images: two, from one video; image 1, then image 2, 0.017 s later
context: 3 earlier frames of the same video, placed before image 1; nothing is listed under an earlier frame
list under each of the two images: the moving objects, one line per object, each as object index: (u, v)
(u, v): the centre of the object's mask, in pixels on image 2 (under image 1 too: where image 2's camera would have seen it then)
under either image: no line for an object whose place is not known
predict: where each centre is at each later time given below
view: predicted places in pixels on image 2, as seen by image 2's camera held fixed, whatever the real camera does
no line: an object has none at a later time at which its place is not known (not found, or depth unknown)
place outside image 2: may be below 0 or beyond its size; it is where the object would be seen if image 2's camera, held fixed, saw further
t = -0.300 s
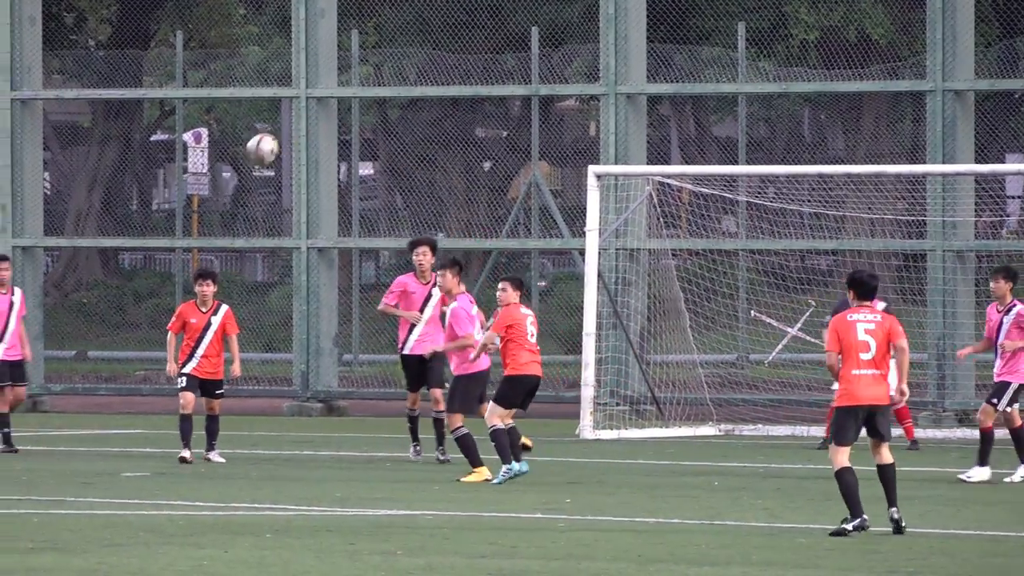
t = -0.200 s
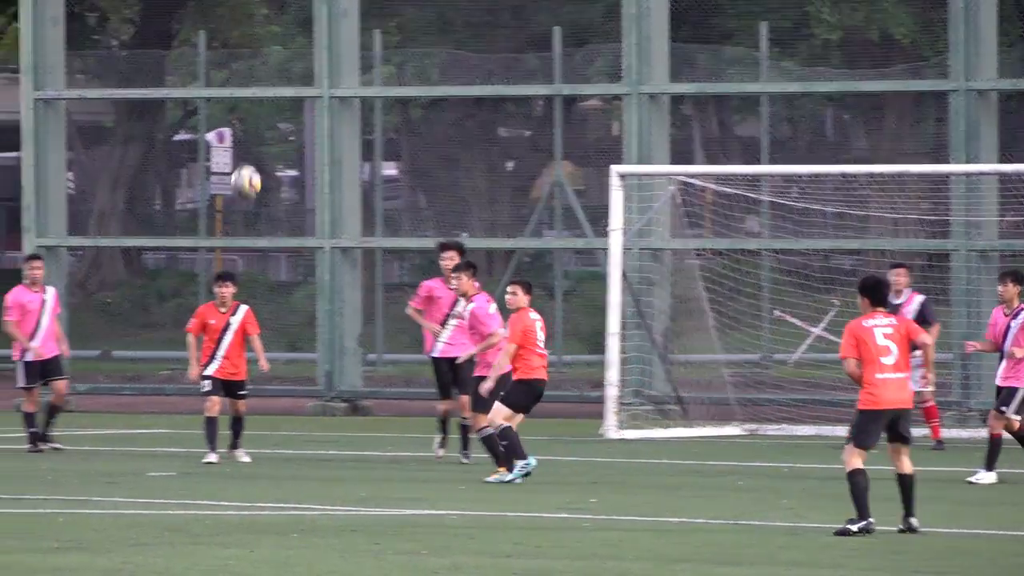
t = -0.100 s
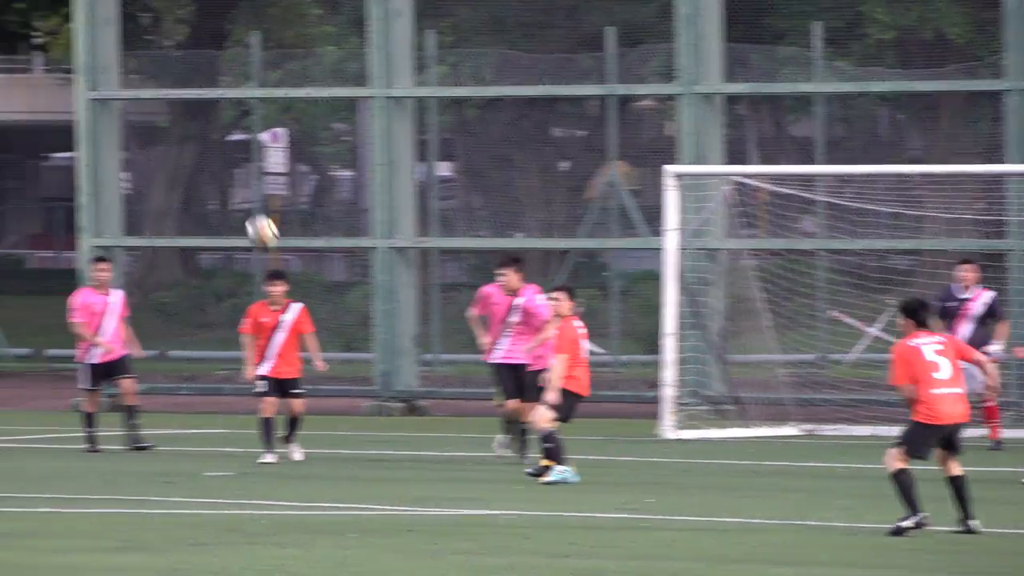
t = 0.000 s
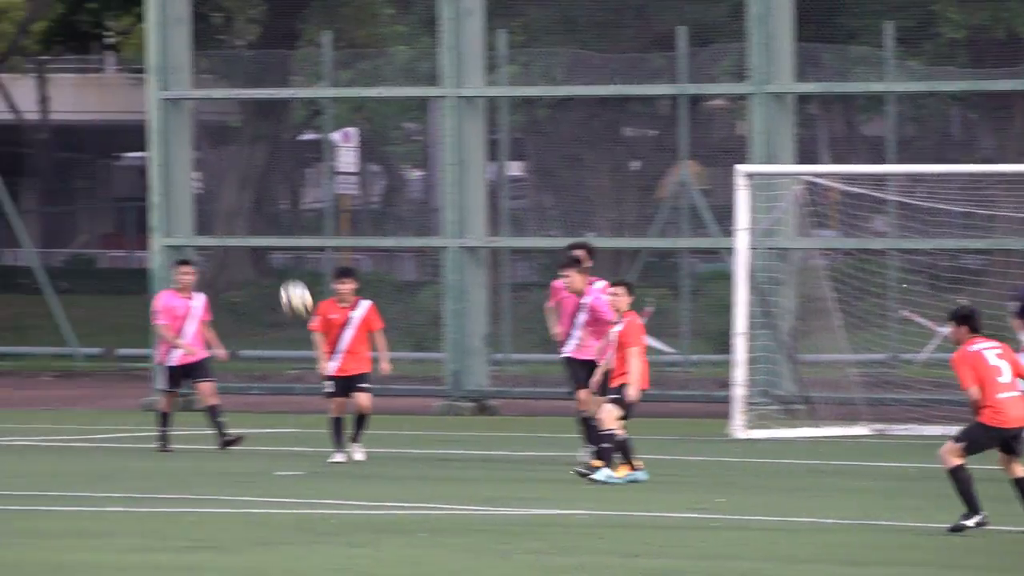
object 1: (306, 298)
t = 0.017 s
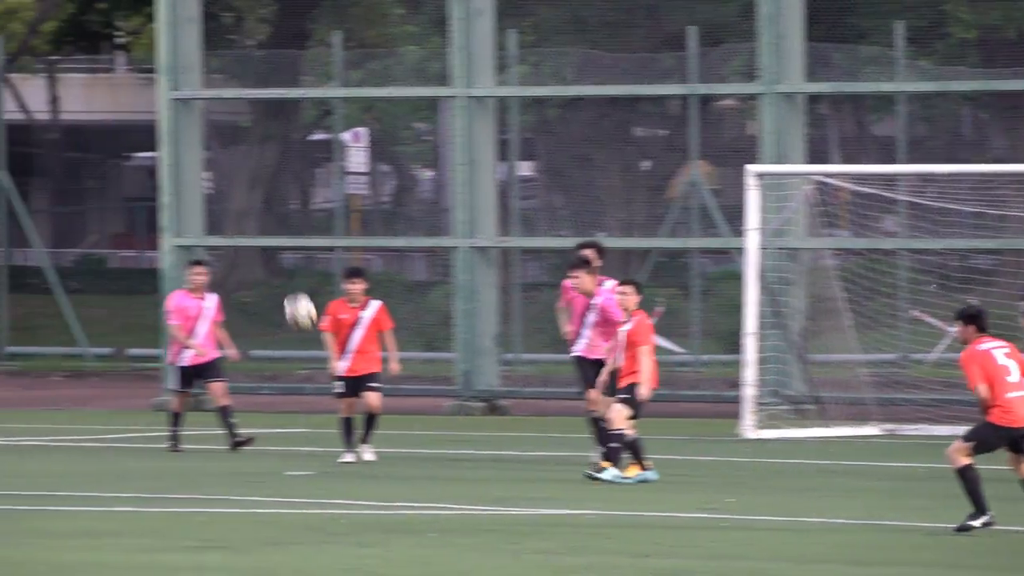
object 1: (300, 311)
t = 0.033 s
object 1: (293, 325)
